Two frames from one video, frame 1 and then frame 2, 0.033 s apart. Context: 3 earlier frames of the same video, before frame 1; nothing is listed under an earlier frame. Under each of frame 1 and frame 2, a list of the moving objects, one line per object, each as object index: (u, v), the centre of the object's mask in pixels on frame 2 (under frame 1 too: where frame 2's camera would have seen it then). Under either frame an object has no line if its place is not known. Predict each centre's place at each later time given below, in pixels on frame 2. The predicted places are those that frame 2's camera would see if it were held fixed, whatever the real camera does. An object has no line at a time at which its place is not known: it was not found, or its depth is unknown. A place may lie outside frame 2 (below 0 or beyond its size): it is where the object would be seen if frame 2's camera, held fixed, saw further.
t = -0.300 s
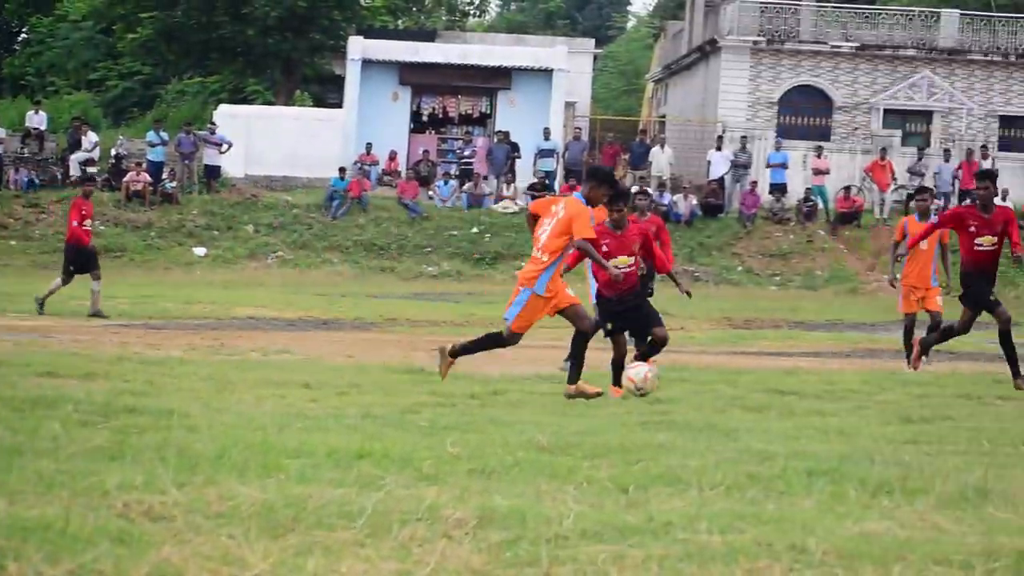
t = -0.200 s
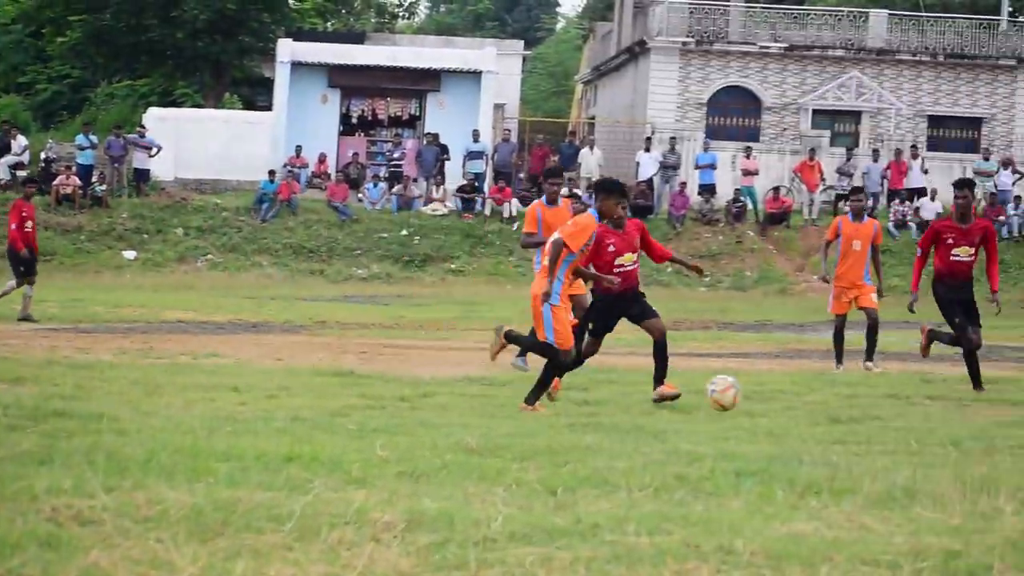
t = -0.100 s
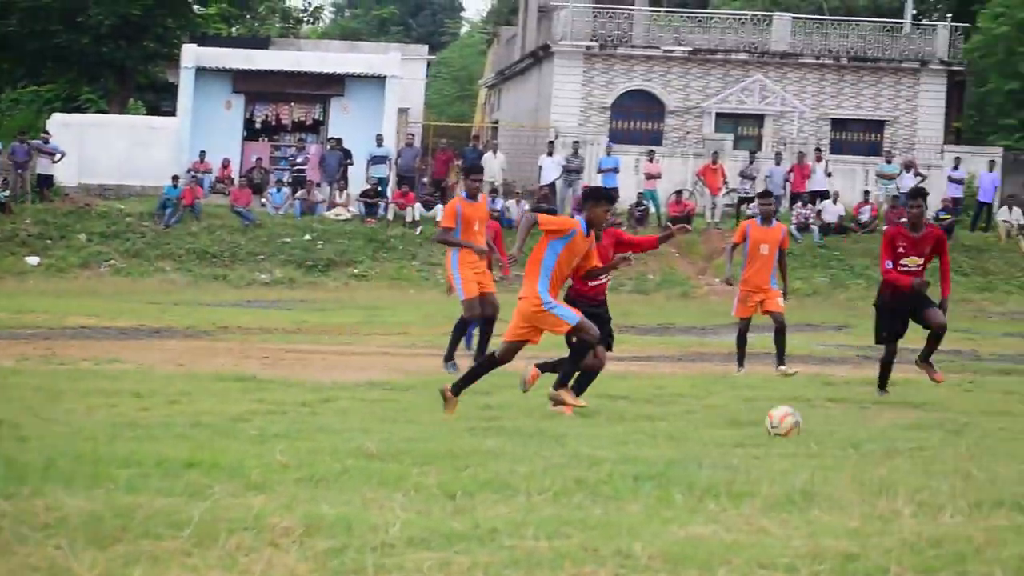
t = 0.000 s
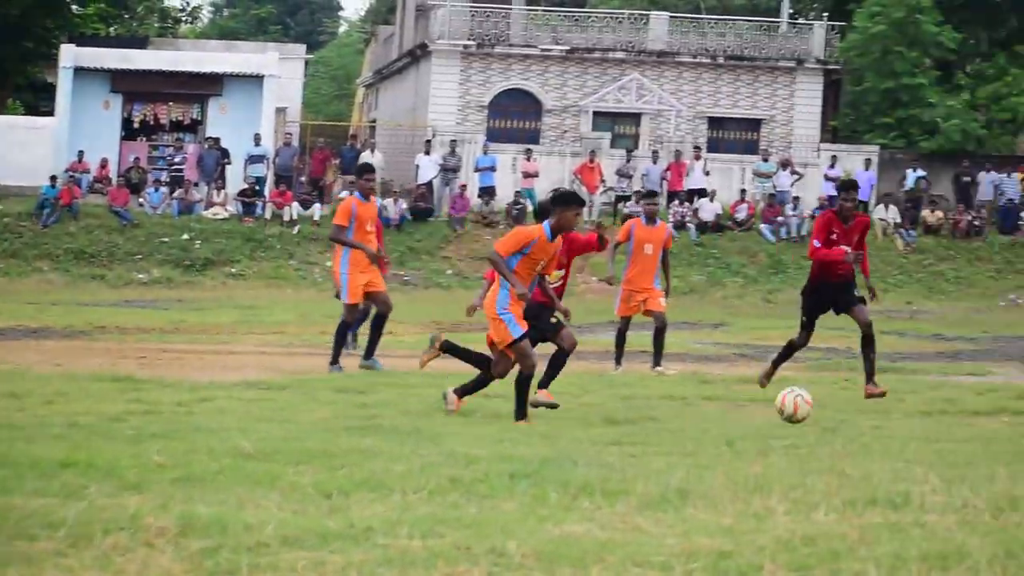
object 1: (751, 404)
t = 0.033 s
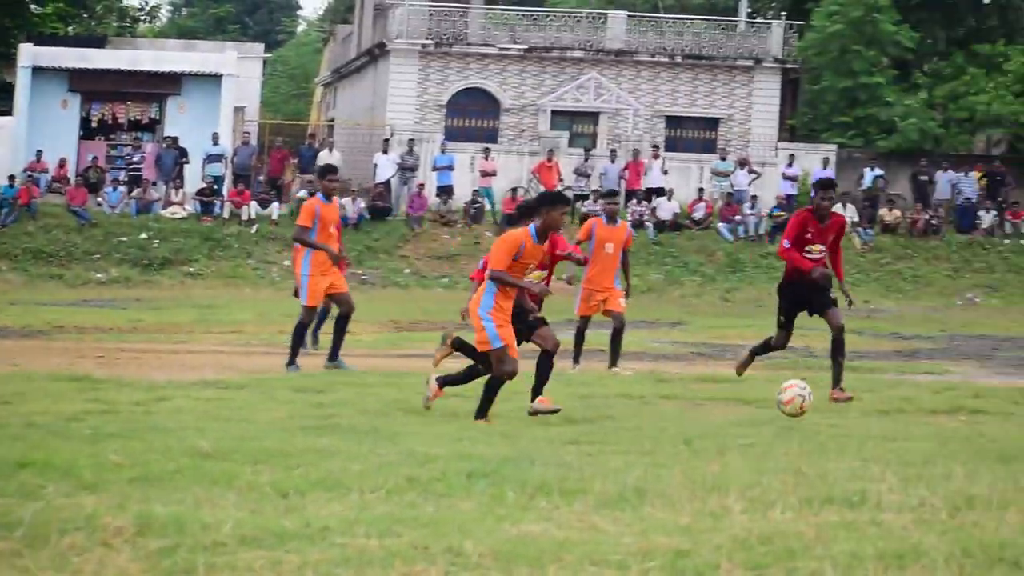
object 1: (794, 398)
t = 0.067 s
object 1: (837, 394)
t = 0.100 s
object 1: (881, 391)
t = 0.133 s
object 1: (926, 390)
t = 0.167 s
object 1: (972, 392)
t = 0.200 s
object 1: (1018, 396)
